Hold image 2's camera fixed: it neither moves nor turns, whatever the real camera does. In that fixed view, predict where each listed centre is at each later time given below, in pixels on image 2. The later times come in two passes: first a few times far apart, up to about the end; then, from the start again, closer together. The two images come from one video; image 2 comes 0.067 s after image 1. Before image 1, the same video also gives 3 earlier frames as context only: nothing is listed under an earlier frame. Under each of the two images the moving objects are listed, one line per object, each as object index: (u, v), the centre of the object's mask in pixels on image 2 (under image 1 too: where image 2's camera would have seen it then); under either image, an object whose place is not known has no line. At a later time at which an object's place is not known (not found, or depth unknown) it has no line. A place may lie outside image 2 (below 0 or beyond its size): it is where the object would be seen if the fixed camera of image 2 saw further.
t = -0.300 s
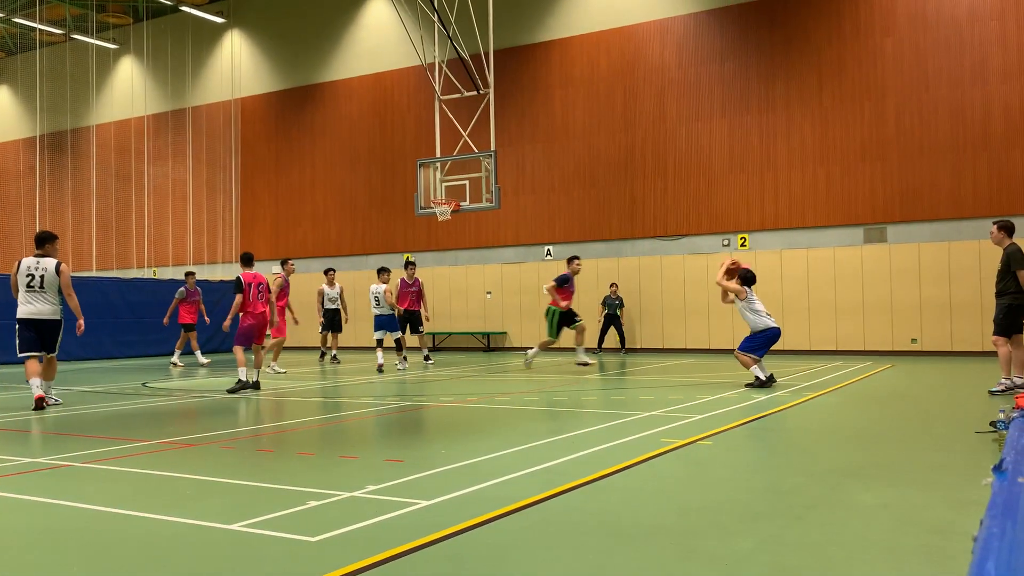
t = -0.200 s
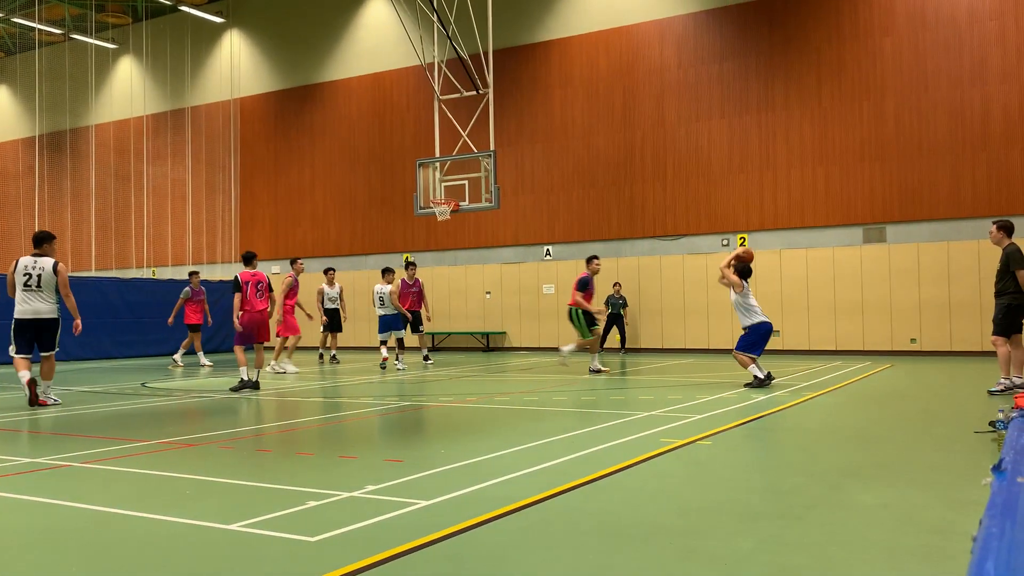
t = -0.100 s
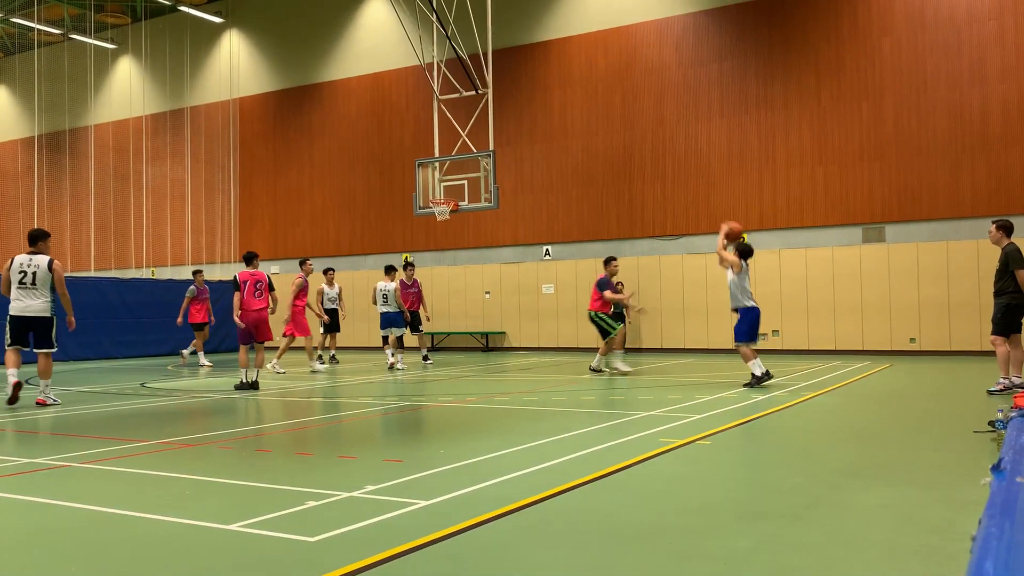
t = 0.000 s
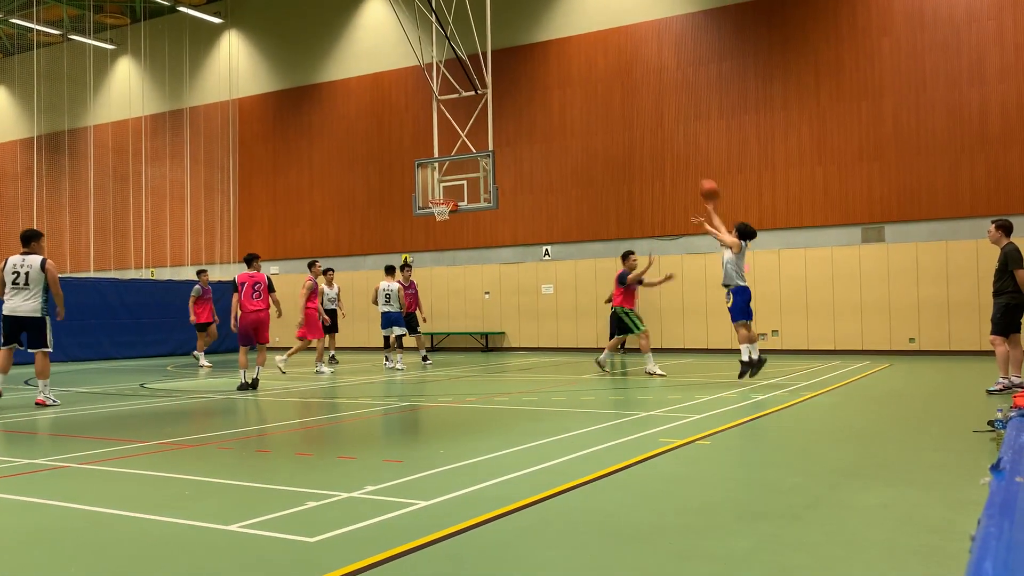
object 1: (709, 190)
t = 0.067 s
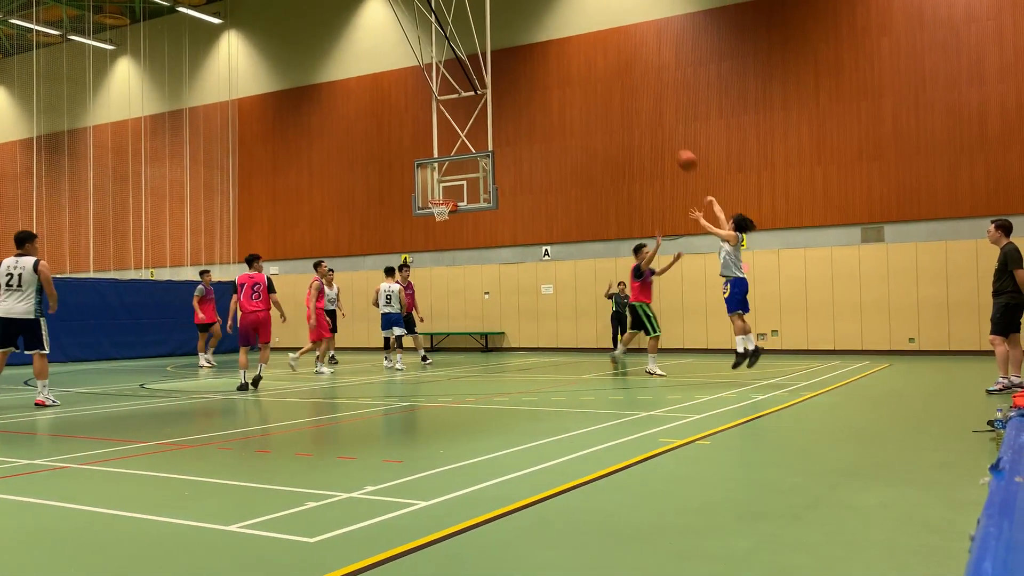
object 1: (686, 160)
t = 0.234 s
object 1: (637, 107)
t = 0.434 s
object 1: (586, 76)
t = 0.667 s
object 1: (538, 75)
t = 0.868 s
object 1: (502, 98)
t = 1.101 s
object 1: (465, 149)
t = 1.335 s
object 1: (443, 181)
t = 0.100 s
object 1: (676, 147)
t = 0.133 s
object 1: (666, 135)
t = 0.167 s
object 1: (656, 125)
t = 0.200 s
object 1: (646, 115)
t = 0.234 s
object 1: (637, 107)
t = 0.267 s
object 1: (628, 99)
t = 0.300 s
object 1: (619, 92)
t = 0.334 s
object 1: (610, 87)
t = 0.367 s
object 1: (602, 82)
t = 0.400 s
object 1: (594, 78)
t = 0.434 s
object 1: (586, 76)
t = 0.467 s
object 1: (579, 73)
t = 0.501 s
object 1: (572, 72)
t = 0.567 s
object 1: (557, 71)
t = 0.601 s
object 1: (551, 71)
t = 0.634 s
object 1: (544, 73)
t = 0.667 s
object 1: (538, 75)
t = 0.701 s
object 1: (531, 77)
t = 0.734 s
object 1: (525, 80)
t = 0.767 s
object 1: (519, 84)
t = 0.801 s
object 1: (514, 88)
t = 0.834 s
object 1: (508, 93)
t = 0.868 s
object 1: (502, 98)
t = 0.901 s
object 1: (497, 104)
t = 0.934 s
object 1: (492, 110)
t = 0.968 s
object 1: (486, 117)
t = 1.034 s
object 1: (476, 131)
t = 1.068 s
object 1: (471, 139)
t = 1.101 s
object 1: (465, 149)
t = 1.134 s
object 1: (462, 157)
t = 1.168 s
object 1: (456, 166)
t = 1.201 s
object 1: (453, 176)
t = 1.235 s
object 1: (448, 187)
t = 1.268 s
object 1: (445, 194)
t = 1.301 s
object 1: (444, 187)
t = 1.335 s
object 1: (443, 181)
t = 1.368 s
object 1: (442, 175)
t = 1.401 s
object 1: (441, 170)
